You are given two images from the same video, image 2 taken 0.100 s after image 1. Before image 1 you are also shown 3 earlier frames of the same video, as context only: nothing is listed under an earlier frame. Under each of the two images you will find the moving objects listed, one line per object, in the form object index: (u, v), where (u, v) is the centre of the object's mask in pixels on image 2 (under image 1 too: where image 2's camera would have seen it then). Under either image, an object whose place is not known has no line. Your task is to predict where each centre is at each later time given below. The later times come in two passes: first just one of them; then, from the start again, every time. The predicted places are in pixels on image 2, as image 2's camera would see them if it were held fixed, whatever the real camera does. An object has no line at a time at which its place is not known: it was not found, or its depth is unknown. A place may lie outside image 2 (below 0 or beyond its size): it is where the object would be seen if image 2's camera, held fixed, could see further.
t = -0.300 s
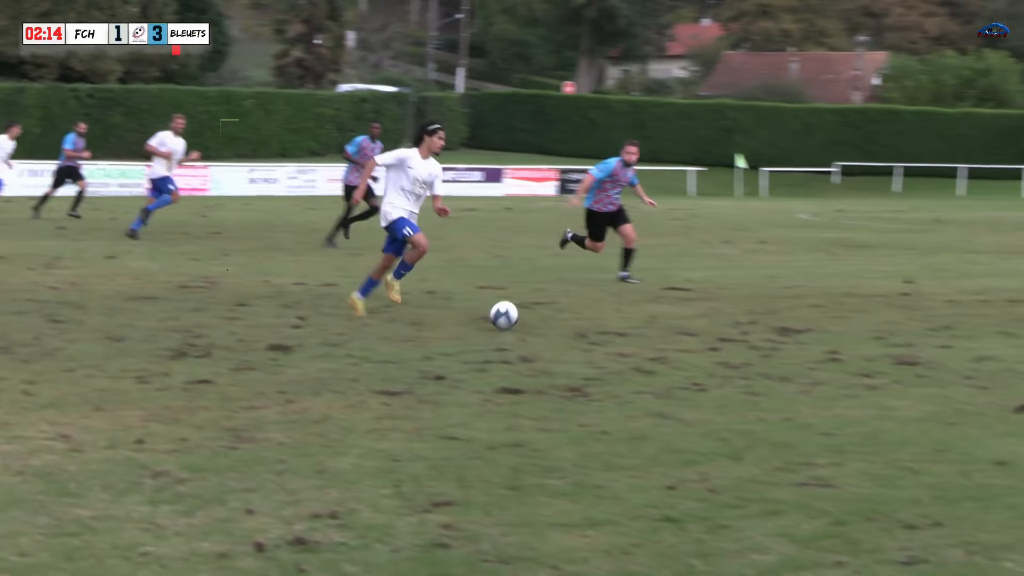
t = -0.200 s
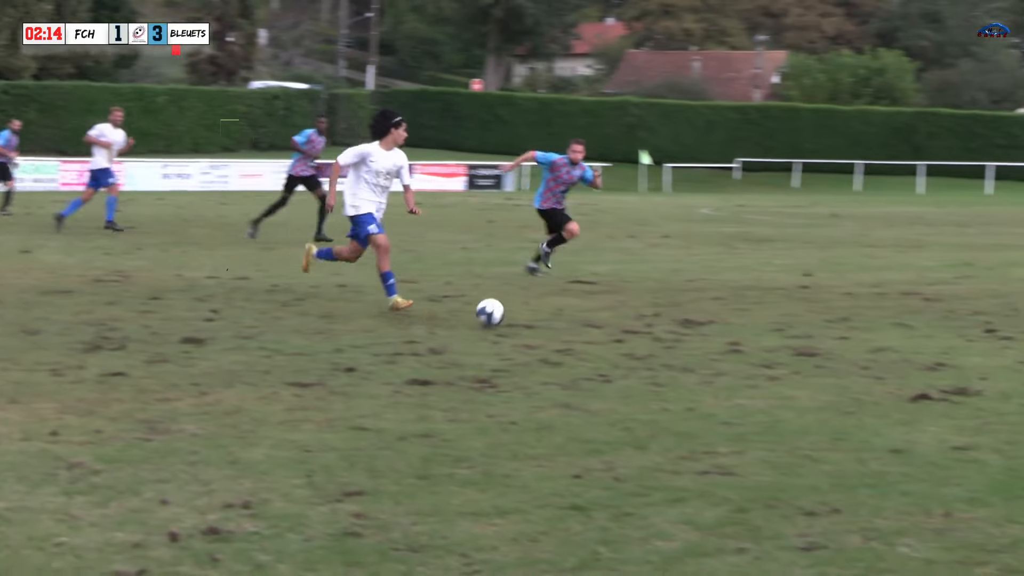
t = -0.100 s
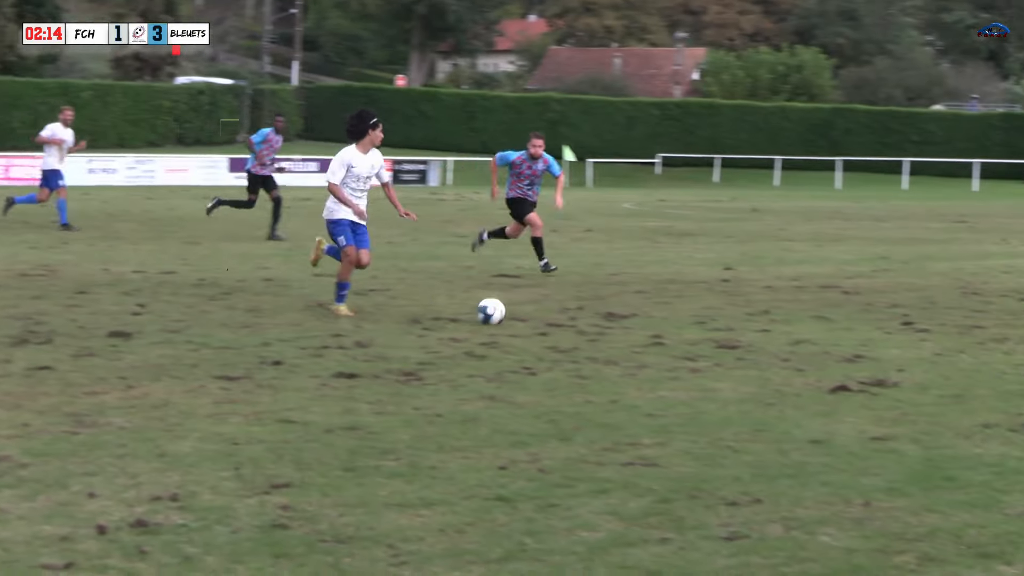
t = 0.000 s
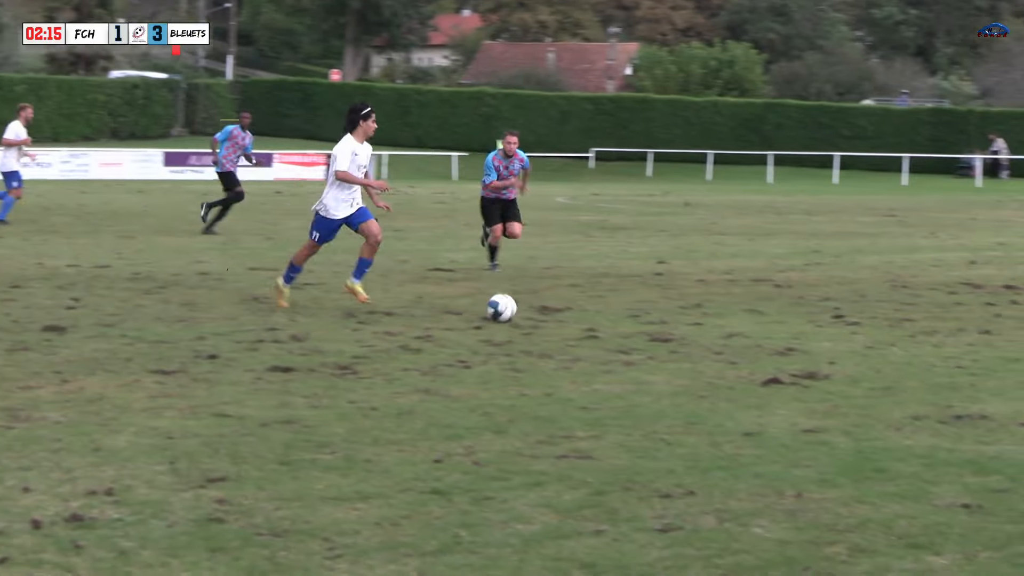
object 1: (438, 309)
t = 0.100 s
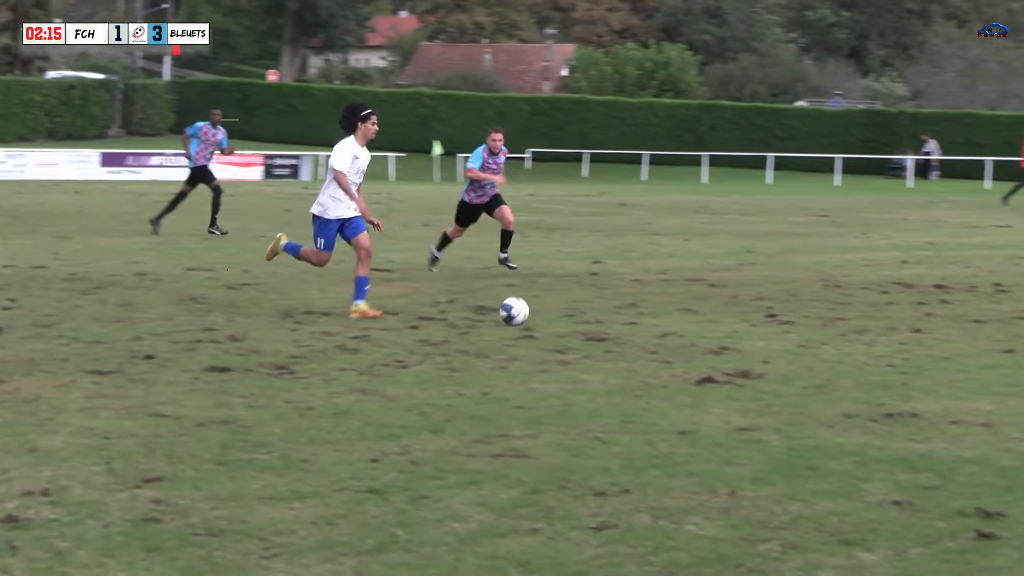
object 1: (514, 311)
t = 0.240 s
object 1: (615, 316)
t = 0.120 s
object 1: (529, 311)
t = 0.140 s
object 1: (543, 310)
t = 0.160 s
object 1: (556, 311)
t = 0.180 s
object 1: (568, 312)
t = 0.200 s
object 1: (583, 314)
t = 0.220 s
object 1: (600, 315)
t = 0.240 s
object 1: (615, 316)
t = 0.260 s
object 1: (630, 314)
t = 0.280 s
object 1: (646, 313)
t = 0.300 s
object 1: (661, 314)
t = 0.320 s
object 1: (676, 315)
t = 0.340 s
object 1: (691, 317)
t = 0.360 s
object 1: (706, 320)
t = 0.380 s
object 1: (721, 322)
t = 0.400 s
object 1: (737, 324)
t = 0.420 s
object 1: (751, 325)
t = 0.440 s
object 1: (767, 325)
